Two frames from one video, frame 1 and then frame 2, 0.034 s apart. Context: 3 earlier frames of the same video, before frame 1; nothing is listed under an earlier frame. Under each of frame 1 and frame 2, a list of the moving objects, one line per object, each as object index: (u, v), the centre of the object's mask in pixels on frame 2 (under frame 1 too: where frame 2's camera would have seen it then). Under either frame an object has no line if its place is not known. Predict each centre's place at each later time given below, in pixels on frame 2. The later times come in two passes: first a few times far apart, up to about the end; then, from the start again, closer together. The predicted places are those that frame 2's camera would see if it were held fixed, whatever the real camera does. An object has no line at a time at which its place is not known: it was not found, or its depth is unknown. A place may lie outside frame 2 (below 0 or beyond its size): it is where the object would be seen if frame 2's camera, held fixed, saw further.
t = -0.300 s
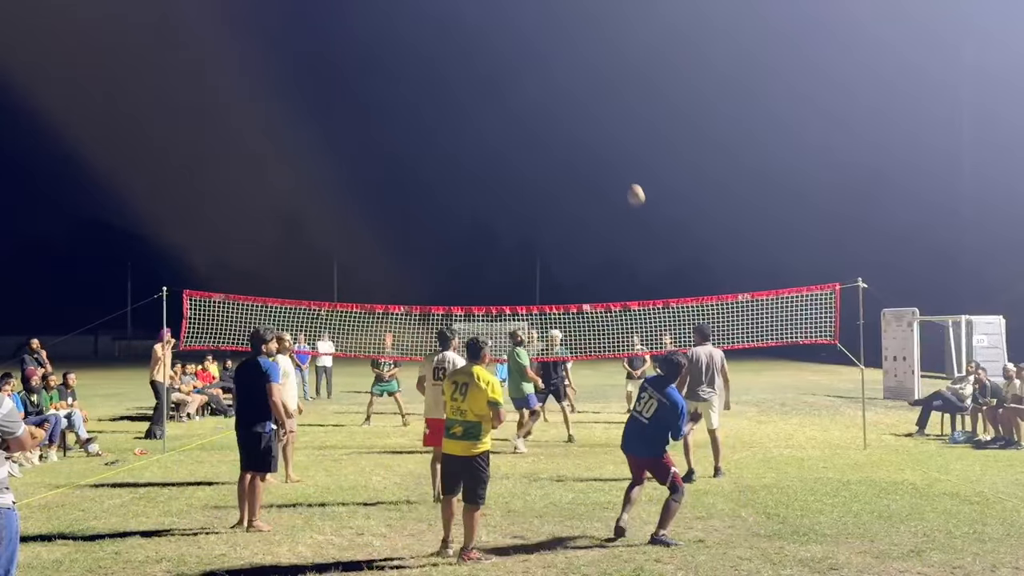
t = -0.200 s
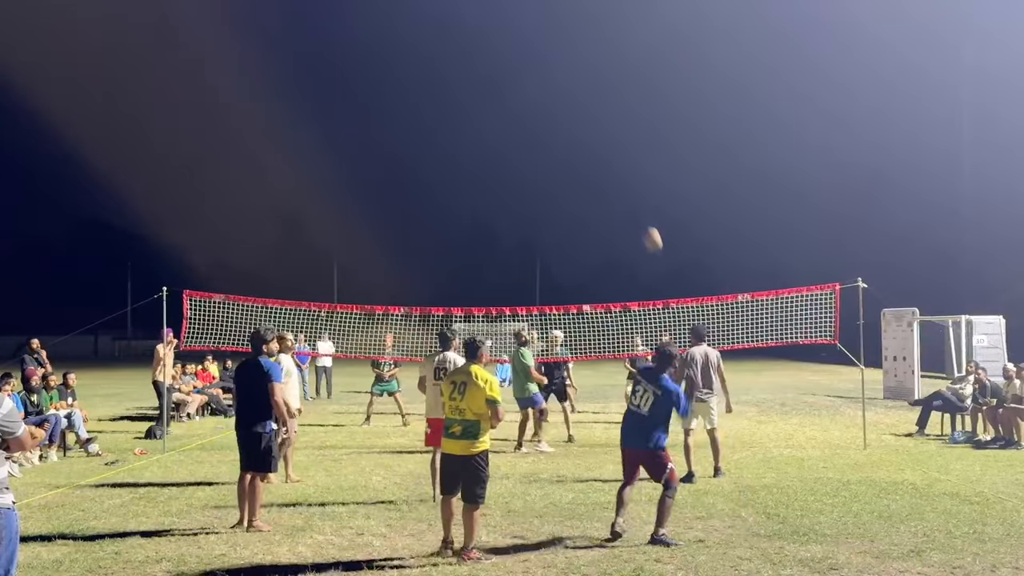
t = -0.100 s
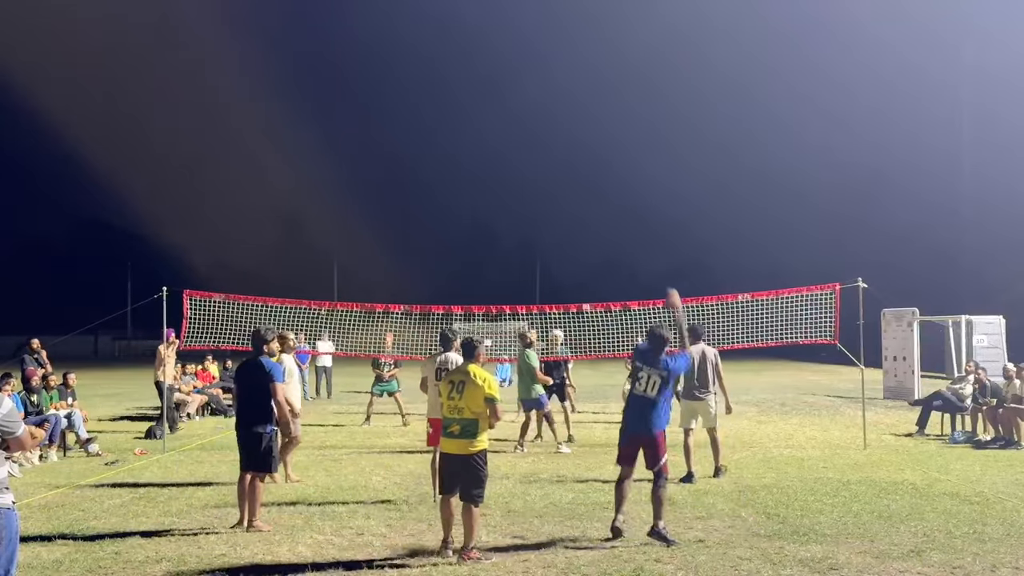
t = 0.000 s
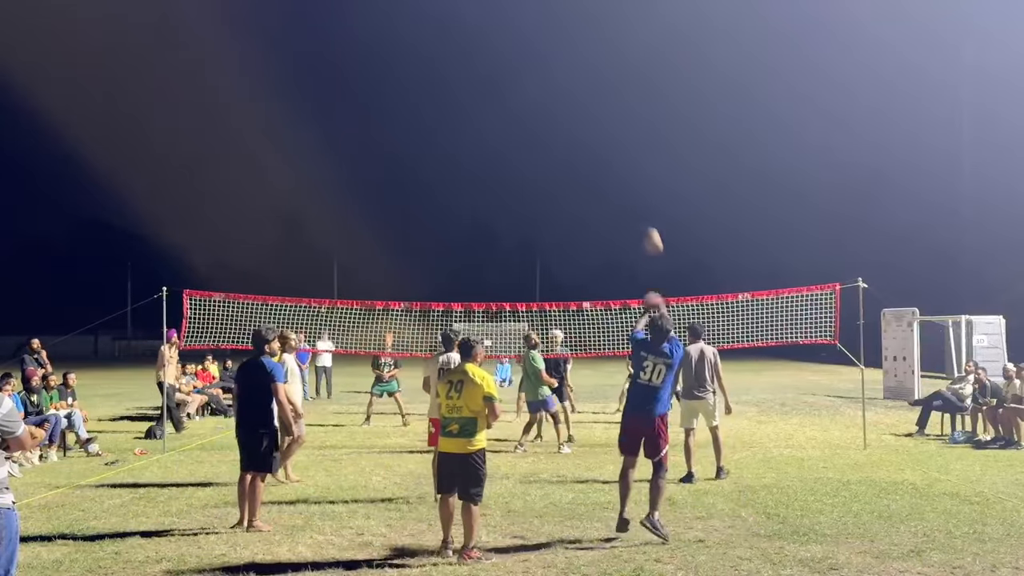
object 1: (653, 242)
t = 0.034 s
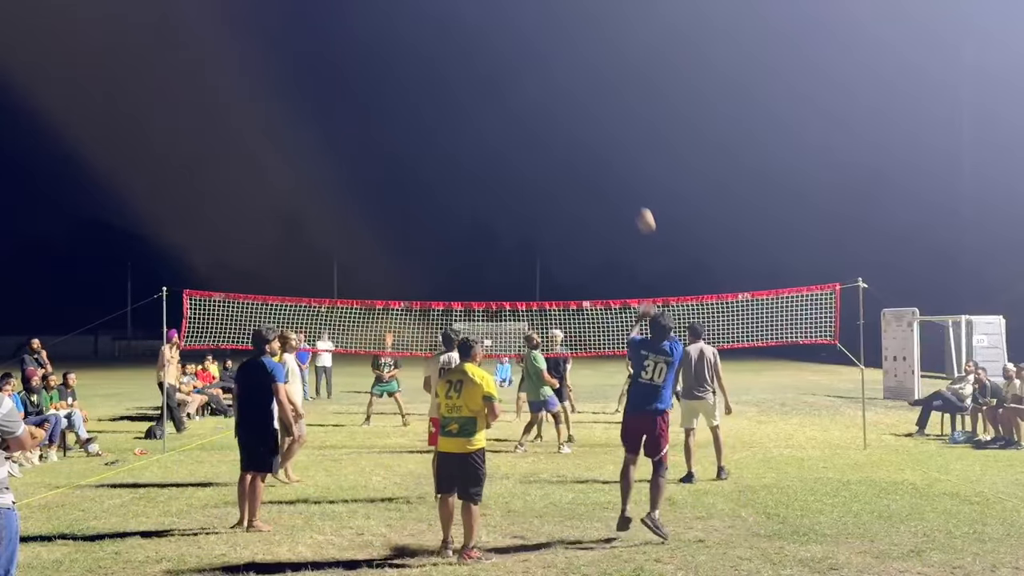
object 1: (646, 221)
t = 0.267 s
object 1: (608, 134)
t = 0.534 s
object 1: (579, 115)
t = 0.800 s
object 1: (559, 147)
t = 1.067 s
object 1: (545, 210)
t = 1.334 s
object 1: (536, 295)
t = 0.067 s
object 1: (639, 203)
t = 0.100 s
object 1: (633, 187)
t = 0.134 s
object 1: (627, 173)
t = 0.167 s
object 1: (623, 161)
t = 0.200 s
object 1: (618, 151)
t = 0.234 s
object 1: (613, 141)
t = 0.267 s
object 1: (608, 134)
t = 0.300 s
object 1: (604, 127)
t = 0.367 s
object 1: (596, 119)
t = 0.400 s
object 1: (592, 116)
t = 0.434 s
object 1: (589, 115)
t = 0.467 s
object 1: (585, 114)
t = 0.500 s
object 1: (582, 114)
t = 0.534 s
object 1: (579, 115)
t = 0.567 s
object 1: (576, 117)
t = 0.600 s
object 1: (574, 119)
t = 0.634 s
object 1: (571, 122)
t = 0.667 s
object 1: (568, 126)
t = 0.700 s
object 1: (566, 130)
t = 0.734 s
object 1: (563, 135)
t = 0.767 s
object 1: (561, 140)
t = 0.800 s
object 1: (559, 147)
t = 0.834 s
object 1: (557, 154)
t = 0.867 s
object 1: (555, 160)
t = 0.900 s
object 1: (553, 168)
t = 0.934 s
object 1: (551, 176)
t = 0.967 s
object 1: (550, 184)
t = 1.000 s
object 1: (548, 193)
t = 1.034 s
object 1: (547, 201)
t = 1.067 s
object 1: (545, 210)
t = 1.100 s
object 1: (544, 220)
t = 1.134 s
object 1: (542, 230)
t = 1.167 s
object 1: (541, 240)
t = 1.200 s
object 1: (540, 251)
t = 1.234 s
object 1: (539, 262)
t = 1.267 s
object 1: (538, 273)
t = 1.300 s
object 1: (537, 284)
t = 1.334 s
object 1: (536, 295)
